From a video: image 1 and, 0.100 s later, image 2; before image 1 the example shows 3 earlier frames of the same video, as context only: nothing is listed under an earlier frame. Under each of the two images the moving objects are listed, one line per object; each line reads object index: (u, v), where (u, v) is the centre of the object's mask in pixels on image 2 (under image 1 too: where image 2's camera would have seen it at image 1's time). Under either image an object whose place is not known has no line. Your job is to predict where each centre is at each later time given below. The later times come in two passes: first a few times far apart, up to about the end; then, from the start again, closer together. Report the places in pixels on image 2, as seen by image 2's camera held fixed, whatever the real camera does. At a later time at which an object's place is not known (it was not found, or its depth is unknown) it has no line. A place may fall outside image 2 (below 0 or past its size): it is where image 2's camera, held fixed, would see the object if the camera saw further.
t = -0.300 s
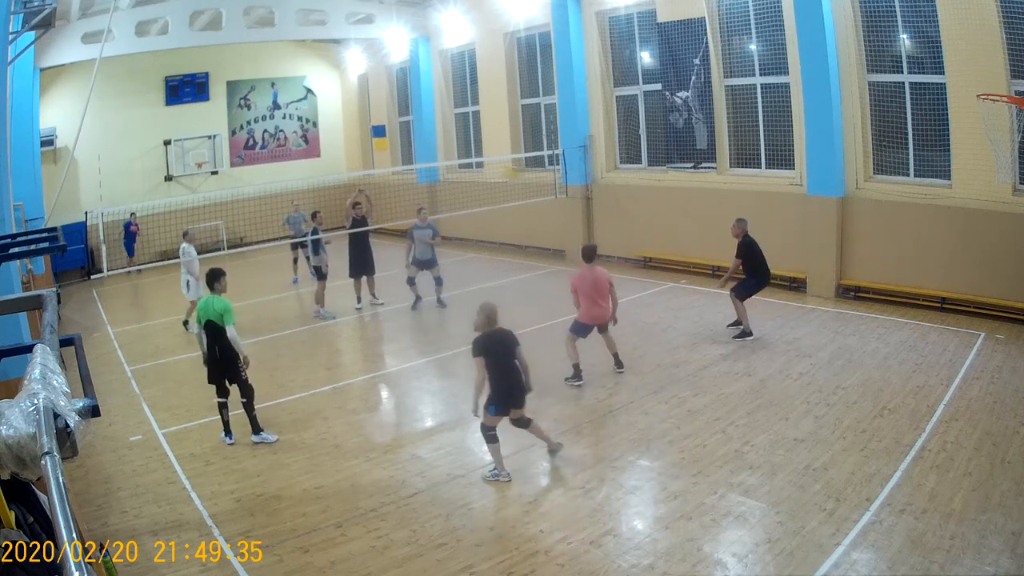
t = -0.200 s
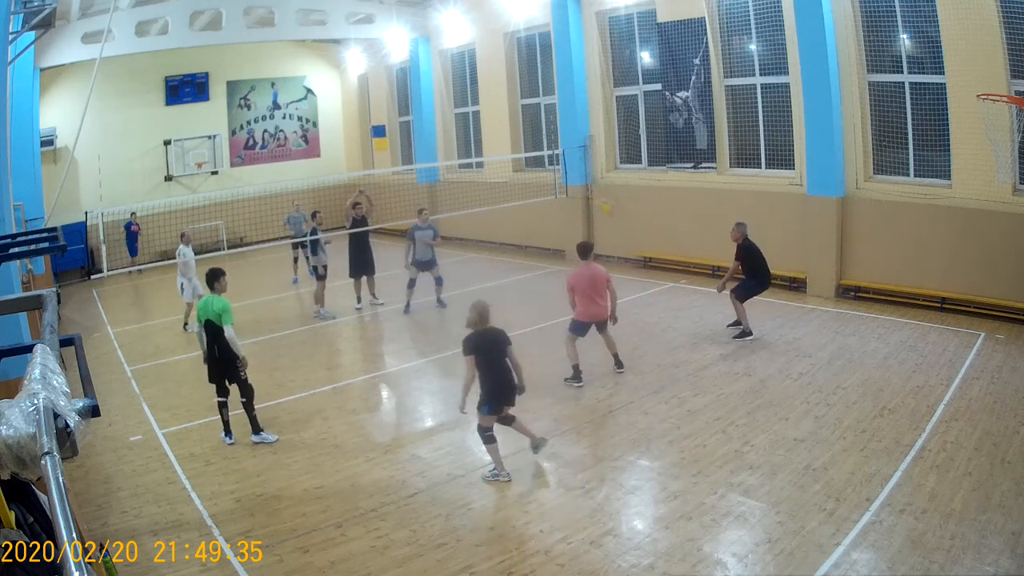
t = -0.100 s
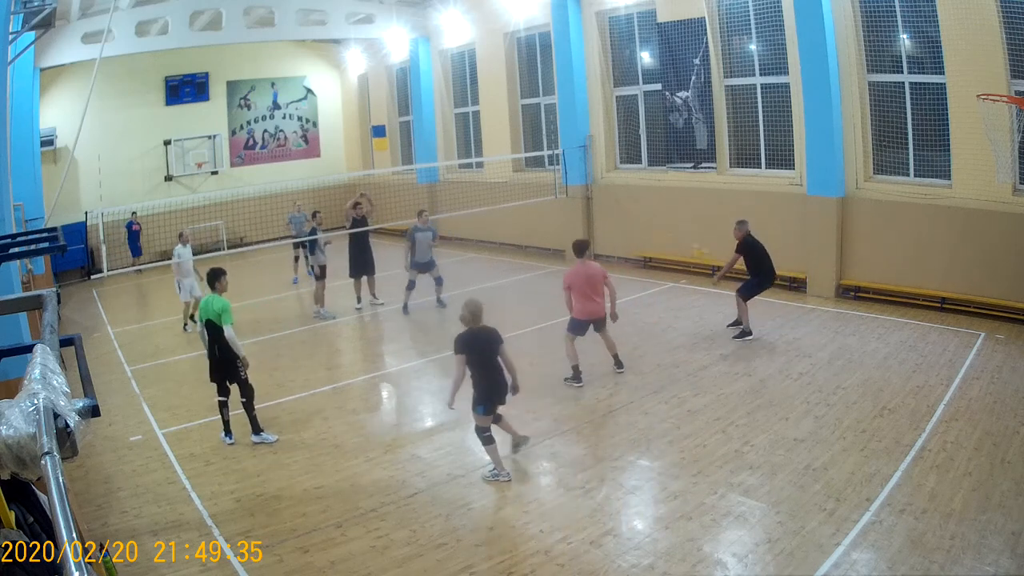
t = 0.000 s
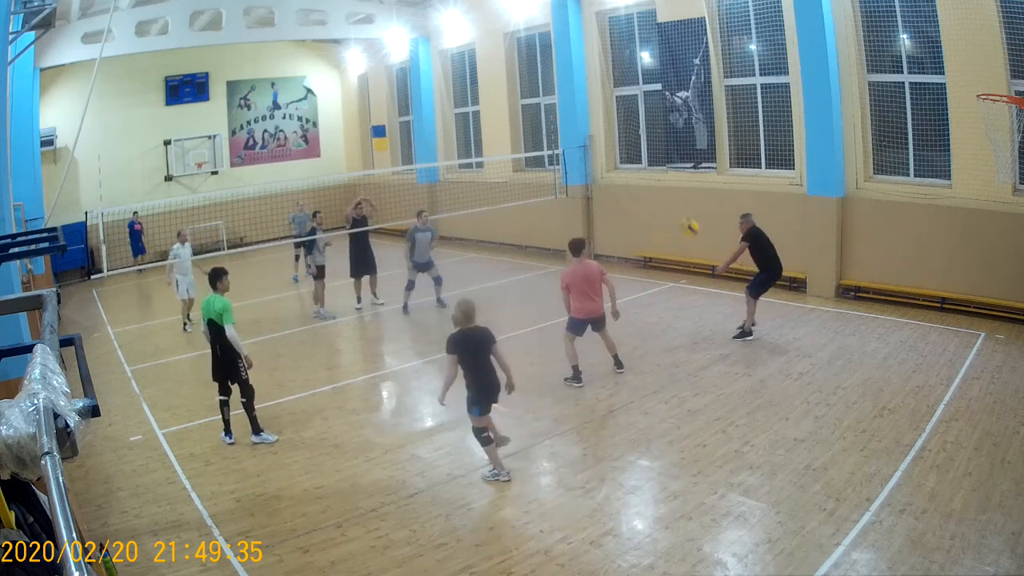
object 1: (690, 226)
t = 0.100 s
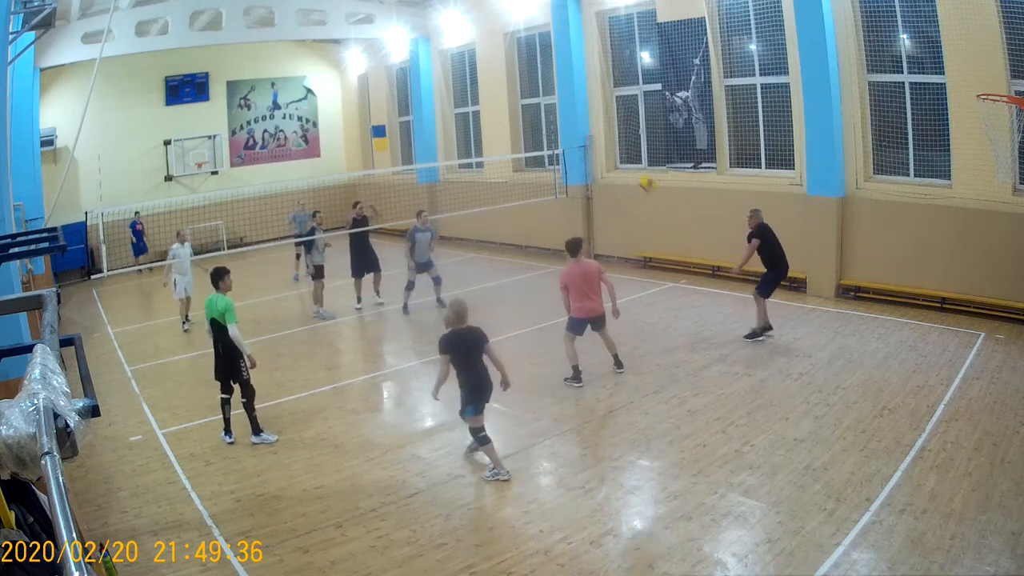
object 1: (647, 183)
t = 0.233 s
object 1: (581, 128)
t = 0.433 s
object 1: (460, 63)
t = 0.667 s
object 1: (283, 38)
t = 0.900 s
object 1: (89, 90)
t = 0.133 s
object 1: (632, 168)
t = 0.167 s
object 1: (617, 154)
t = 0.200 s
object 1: (599, 141)
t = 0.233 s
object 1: (581, 128)
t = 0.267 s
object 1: (560, 113)
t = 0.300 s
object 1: (544, 104)
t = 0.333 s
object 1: (524, 92)
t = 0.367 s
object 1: (502, 83)
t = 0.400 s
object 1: (480, 72)
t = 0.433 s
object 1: (460, 63)
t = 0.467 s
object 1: (437, 59)
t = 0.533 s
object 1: (385, 47)
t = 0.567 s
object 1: (362, 36)
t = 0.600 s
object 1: (334, 38)
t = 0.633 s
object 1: (309, 38)
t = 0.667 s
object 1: (283, 38)
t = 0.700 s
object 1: (257, 40)
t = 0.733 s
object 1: (229, 44)
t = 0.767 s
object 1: (200, 49)
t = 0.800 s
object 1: (169, 59)
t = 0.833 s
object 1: (145, 66)
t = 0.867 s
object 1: (117, 79)
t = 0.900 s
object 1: (89, 90)
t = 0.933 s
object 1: (63, 105)
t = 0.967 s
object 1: (31, 127)
